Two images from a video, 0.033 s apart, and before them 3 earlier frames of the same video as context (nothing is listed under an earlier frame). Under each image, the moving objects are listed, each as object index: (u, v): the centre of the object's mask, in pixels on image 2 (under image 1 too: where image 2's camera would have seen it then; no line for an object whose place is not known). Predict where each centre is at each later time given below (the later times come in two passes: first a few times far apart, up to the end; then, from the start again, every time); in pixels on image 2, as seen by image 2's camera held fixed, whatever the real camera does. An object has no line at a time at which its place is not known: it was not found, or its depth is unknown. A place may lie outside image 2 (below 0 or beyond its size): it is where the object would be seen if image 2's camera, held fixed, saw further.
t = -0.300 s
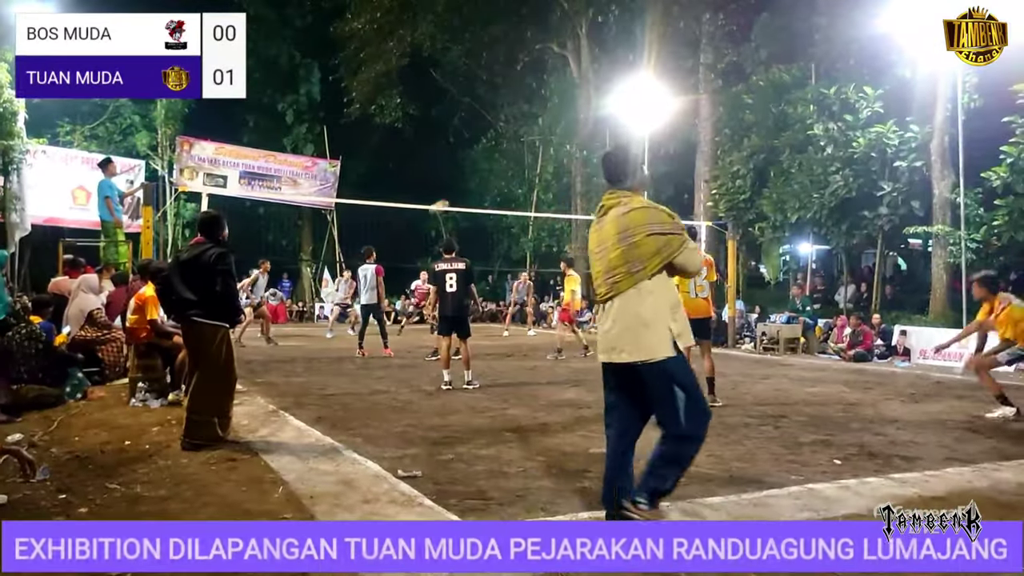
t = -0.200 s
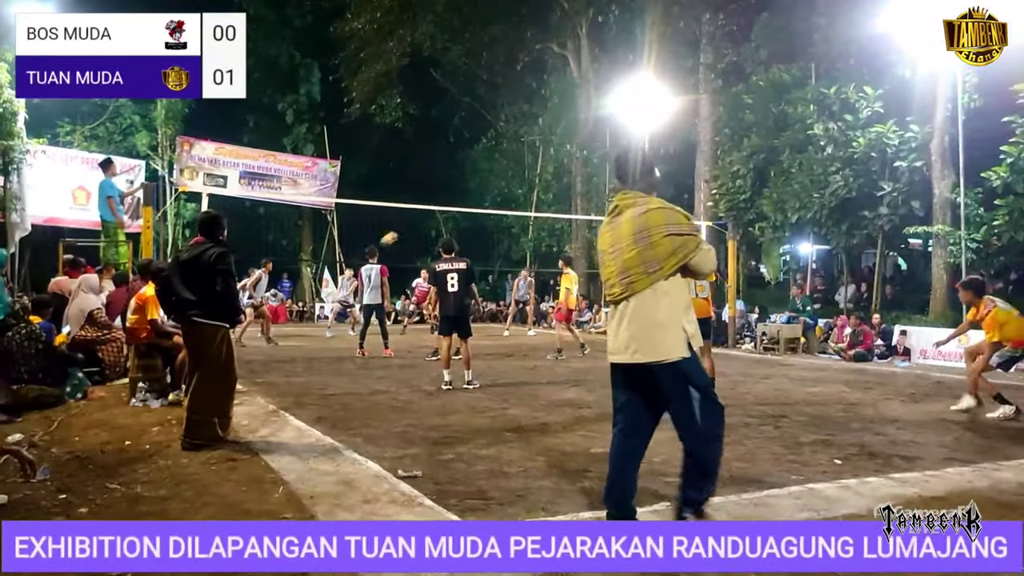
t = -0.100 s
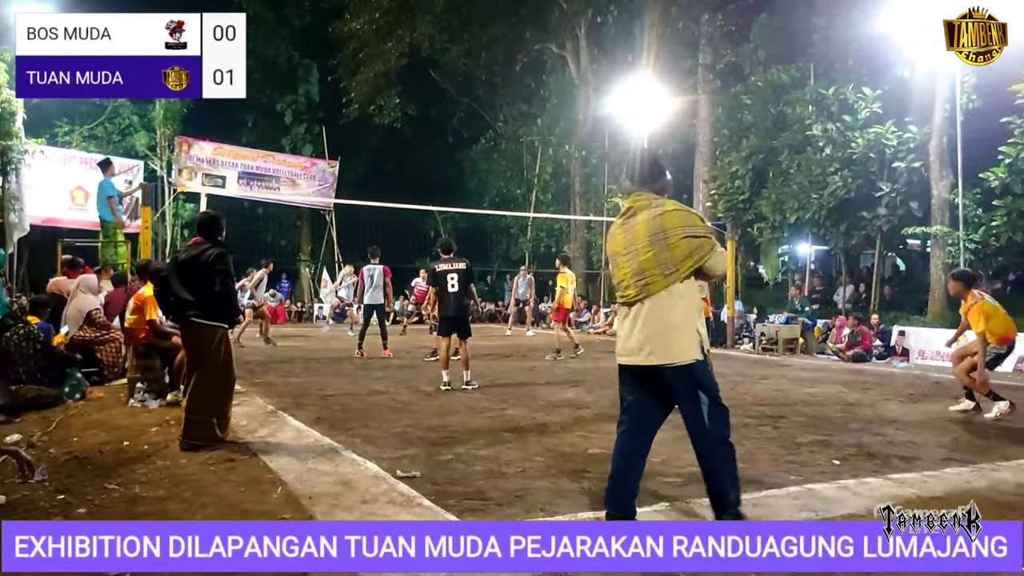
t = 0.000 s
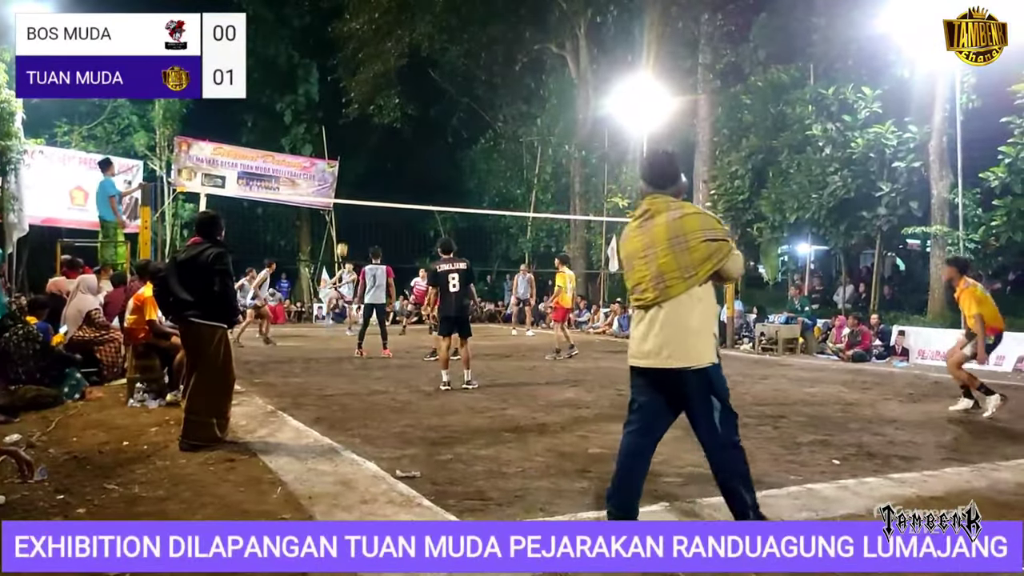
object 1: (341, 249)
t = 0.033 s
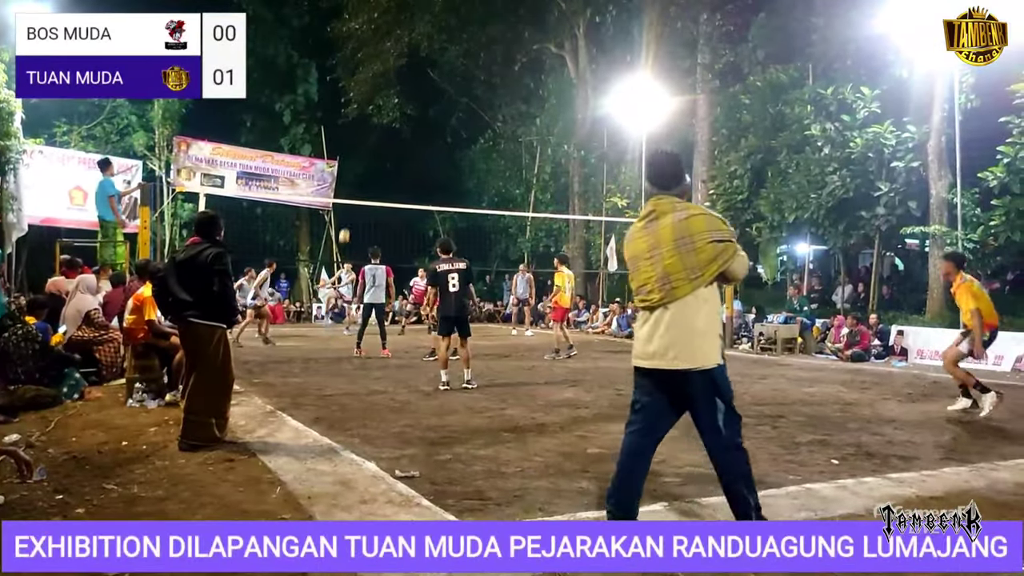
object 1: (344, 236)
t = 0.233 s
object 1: (360, 163)
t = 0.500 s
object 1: (381, 90)
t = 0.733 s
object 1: (399, 53)
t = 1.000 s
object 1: (419, 40)
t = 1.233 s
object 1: (438, 57)
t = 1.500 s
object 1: (460, 109)
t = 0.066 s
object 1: (346, 222)
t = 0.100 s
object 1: (349, 210)
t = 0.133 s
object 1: (352, 196)
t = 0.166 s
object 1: (355, 185)
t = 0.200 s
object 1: (357, 174)
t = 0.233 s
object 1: (360, 163)
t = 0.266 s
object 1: (363, 152)
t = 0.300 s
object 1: (365, 142)
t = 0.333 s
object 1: (368, 132)
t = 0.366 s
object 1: (371, 123)
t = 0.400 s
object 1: (373, 114)
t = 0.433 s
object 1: (375, 106)
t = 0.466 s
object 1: (378, 98)
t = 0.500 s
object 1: (381, 90)
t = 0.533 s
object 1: (383, 83)
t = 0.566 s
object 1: (386, 77)
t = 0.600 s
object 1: (389, 71)
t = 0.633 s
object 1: (391, 66)
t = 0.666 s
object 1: (394, 61)
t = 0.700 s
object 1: (396, 57)
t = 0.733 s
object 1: (399, 53)
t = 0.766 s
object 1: (401, 50)
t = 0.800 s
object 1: (404, 47)
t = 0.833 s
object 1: (406, 45)
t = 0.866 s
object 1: (409, 42)
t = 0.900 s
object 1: (412, 41)
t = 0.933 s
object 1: (414, 40)
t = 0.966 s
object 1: (417, 40)
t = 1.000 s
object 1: (419, 40)
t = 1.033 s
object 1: (422, 41)
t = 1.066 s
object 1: (425, 42)
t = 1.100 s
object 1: (427, 44)
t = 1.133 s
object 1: (430, 47)
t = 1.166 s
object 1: (432, 50)
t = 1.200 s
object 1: (435, 52)
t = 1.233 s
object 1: (438, 57)
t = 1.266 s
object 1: (441, 61)
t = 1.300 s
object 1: (443, 66)
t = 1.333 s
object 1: (446, 72)
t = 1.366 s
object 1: (449, 78)
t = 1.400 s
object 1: (451, 85)
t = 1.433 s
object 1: (454, 92)
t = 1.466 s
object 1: (457, 100)
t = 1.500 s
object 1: (460, 109)
